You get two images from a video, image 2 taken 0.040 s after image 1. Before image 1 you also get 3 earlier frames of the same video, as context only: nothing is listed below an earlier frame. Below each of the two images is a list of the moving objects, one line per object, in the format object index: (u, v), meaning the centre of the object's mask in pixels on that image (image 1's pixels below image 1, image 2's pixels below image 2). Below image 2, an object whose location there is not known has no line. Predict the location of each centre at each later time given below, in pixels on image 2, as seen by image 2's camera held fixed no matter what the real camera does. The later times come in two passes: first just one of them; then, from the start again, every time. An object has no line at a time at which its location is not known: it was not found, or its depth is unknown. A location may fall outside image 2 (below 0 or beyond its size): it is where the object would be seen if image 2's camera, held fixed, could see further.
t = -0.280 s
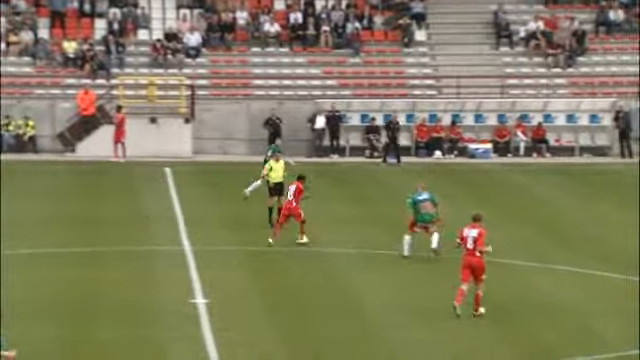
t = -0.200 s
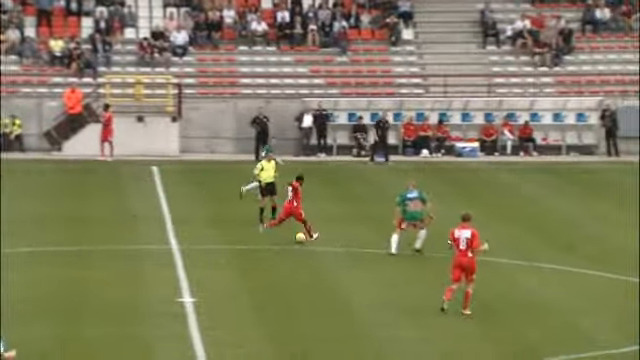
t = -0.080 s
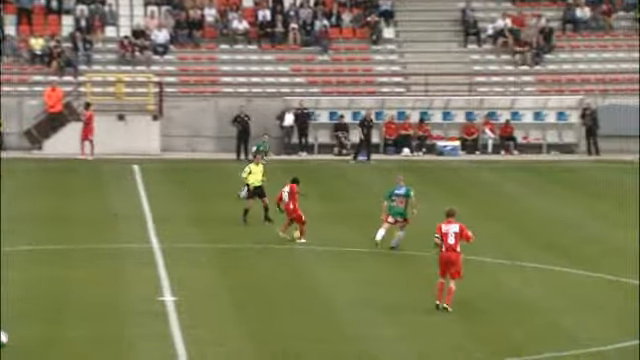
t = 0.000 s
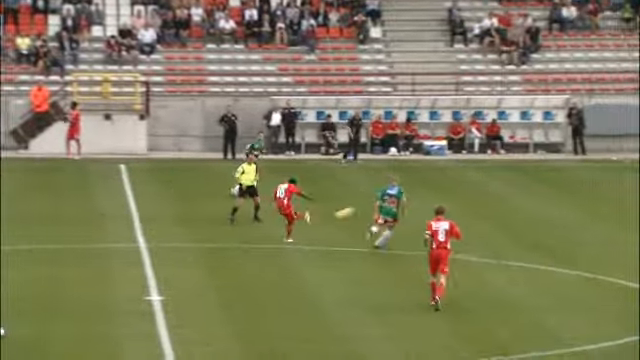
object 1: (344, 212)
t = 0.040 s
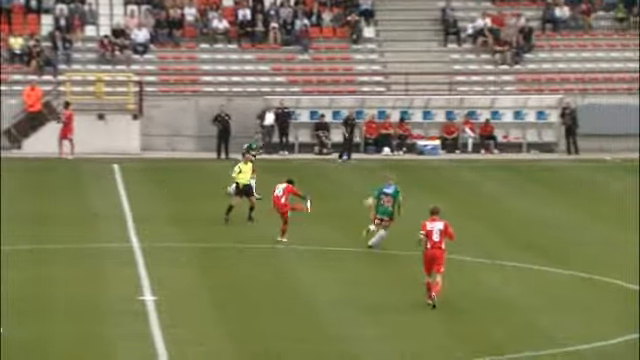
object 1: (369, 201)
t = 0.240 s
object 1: (557, 148)
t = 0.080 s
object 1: (413, 188)
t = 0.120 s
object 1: (450, 177)
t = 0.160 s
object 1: (485, 166)
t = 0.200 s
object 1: (521, 157)
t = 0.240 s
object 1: (557, 148)
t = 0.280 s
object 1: (591, 140)
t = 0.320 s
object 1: (626, 134)
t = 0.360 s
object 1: (660, 128)
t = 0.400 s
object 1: (695, 122)
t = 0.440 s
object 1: (728, 118)
